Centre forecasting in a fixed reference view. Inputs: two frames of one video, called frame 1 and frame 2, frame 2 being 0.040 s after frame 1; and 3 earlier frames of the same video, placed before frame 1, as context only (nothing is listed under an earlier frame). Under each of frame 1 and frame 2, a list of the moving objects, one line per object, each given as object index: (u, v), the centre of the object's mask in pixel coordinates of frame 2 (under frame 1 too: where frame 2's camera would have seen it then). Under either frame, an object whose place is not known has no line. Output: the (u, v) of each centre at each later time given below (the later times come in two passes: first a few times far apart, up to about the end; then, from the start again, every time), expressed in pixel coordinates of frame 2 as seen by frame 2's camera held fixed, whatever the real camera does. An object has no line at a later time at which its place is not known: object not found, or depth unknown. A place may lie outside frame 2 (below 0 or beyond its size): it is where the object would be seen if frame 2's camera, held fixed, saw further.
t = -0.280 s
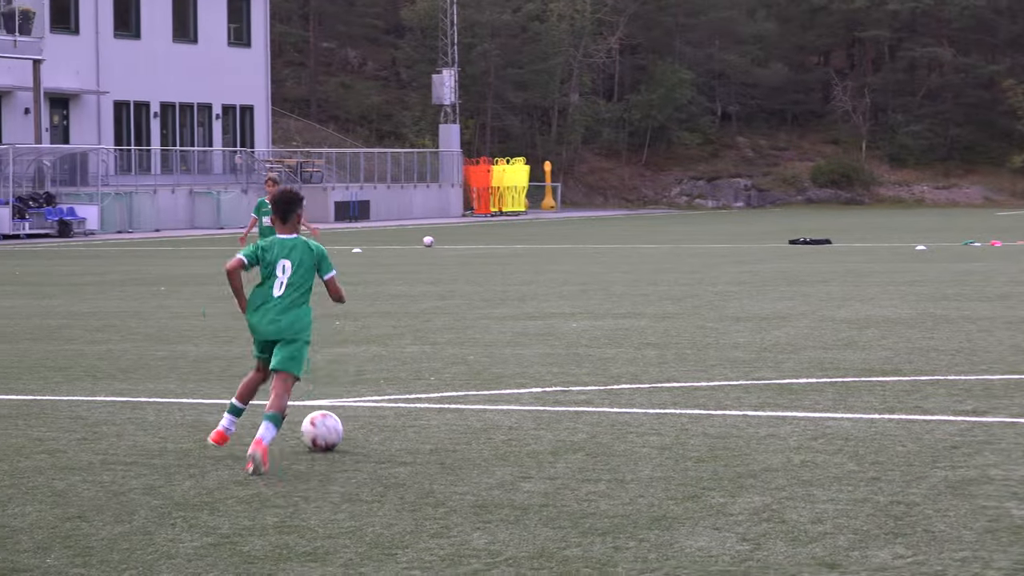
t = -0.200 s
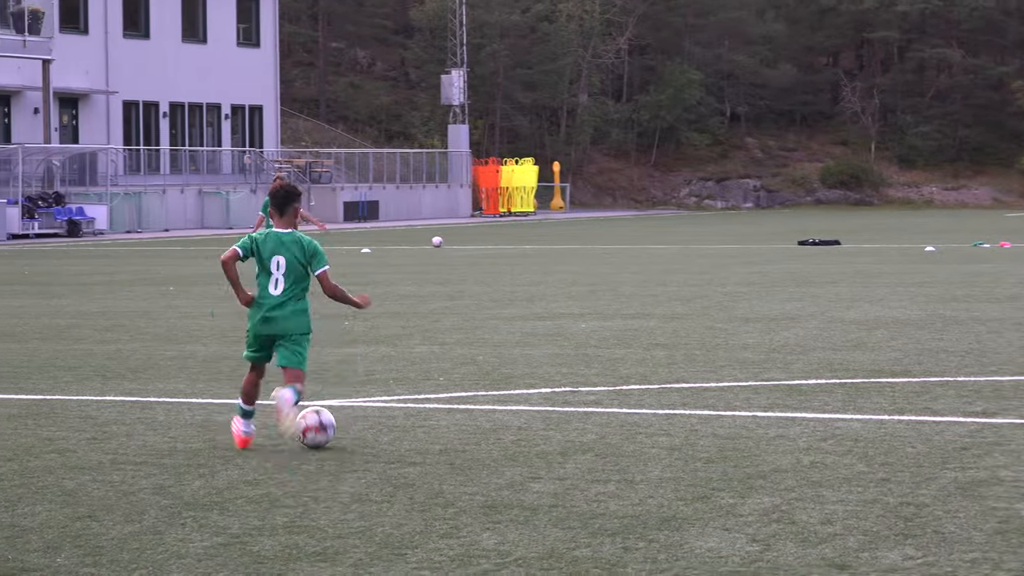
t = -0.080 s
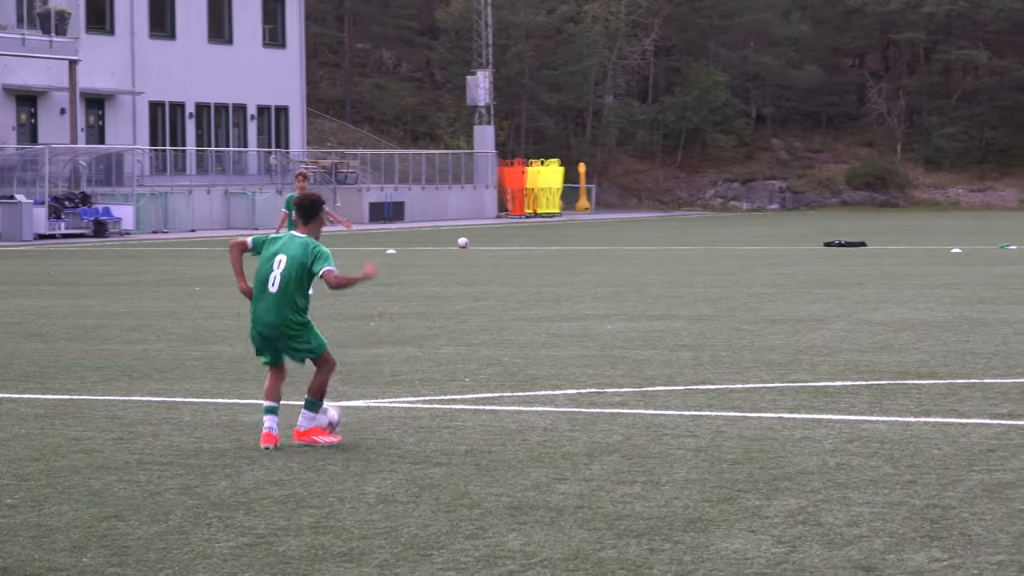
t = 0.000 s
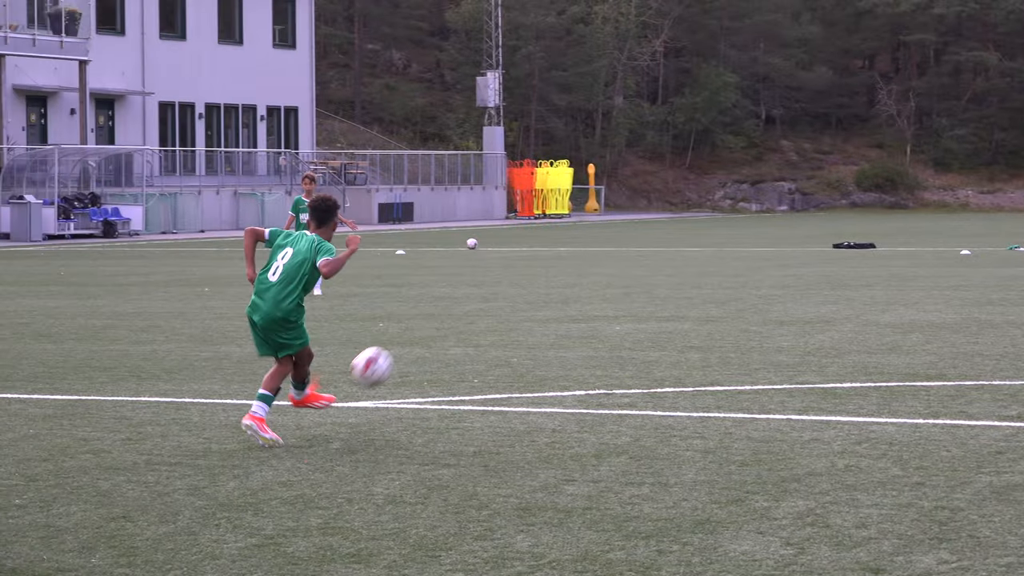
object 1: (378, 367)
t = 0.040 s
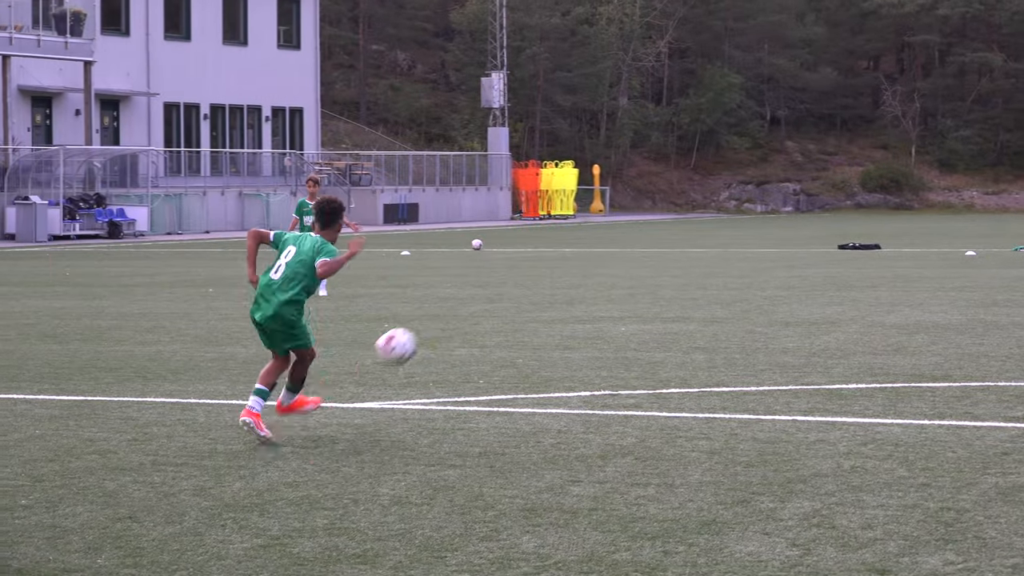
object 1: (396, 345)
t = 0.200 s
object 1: (463, 305)
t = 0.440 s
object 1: (547, 327)
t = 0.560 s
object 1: (570, 308)
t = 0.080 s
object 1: (413, 330)
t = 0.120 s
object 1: (432, 318)
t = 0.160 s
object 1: (447, 310)
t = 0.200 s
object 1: (463, 305)
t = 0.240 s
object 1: (478, 303)
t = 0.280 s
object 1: (493, 303)
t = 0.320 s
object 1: (508, 305)
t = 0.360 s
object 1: (521, 311)
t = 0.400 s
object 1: (534, 317)
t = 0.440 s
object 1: (547, 327)
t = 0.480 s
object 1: (558, 330)
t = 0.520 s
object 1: (564, 317)
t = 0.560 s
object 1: (570, 308)
